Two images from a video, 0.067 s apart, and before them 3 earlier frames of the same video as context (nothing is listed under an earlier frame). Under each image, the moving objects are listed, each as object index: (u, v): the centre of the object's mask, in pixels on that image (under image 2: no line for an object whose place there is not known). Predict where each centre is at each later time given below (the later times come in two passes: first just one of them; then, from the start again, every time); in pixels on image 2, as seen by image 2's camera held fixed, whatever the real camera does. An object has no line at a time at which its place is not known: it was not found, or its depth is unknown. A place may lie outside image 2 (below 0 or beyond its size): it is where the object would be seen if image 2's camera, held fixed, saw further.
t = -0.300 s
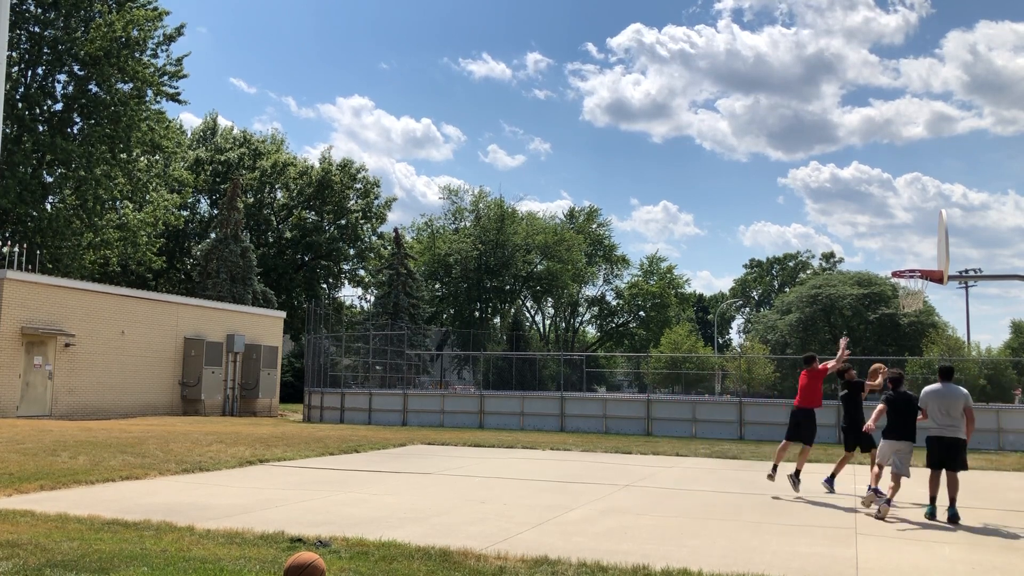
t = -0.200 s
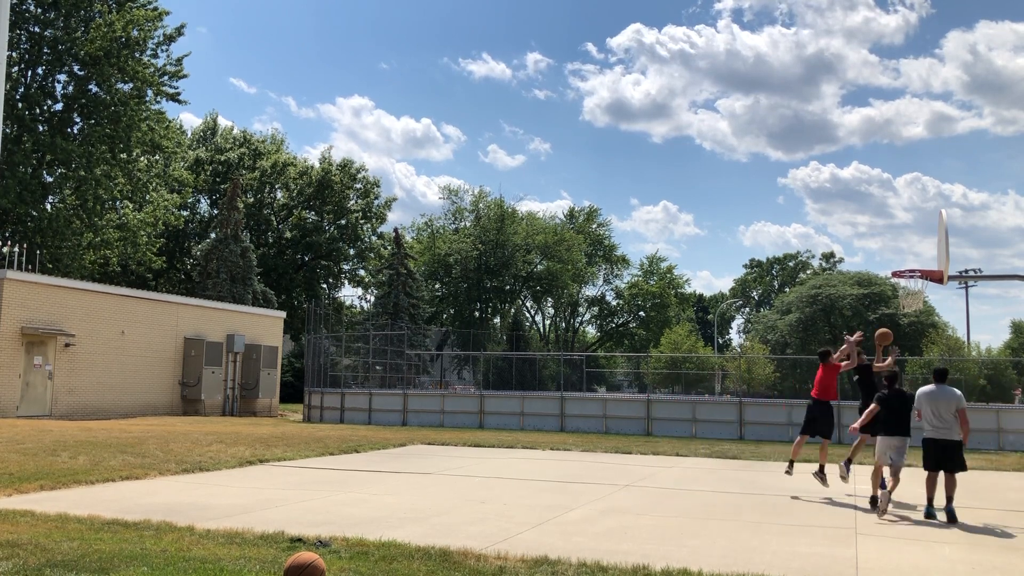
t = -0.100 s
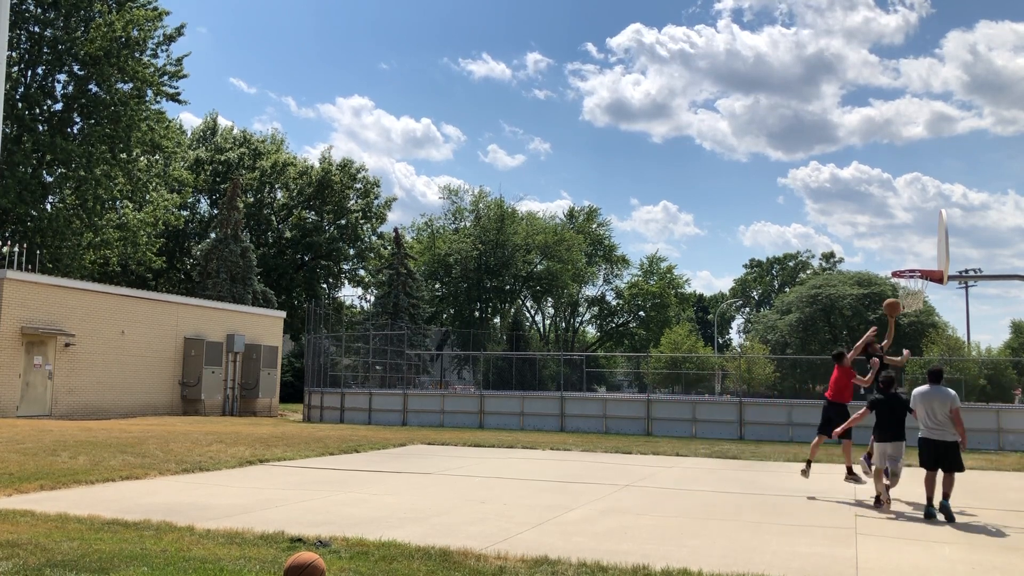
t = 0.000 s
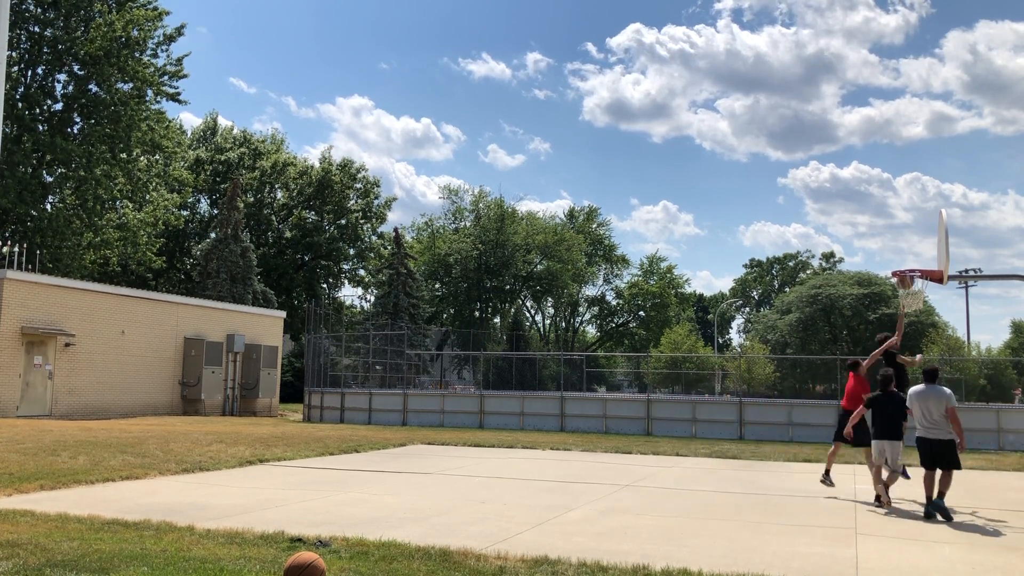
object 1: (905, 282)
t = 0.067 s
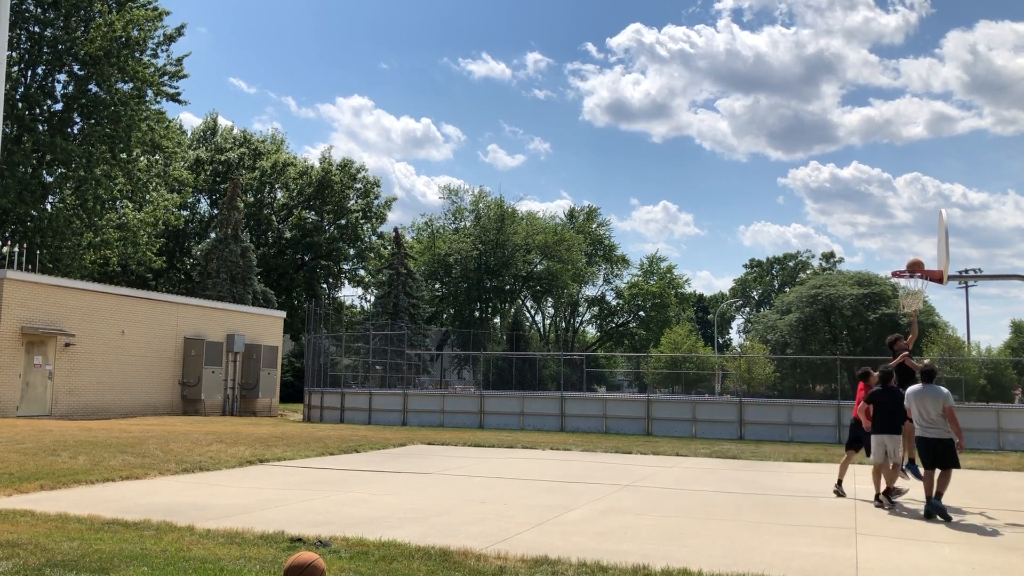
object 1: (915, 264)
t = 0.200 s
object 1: (927, 251)
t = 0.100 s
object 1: (920, 261)
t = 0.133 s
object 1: (926, 256)
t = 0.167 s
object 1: (931, 252)
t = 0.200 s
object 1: (927, 251)
